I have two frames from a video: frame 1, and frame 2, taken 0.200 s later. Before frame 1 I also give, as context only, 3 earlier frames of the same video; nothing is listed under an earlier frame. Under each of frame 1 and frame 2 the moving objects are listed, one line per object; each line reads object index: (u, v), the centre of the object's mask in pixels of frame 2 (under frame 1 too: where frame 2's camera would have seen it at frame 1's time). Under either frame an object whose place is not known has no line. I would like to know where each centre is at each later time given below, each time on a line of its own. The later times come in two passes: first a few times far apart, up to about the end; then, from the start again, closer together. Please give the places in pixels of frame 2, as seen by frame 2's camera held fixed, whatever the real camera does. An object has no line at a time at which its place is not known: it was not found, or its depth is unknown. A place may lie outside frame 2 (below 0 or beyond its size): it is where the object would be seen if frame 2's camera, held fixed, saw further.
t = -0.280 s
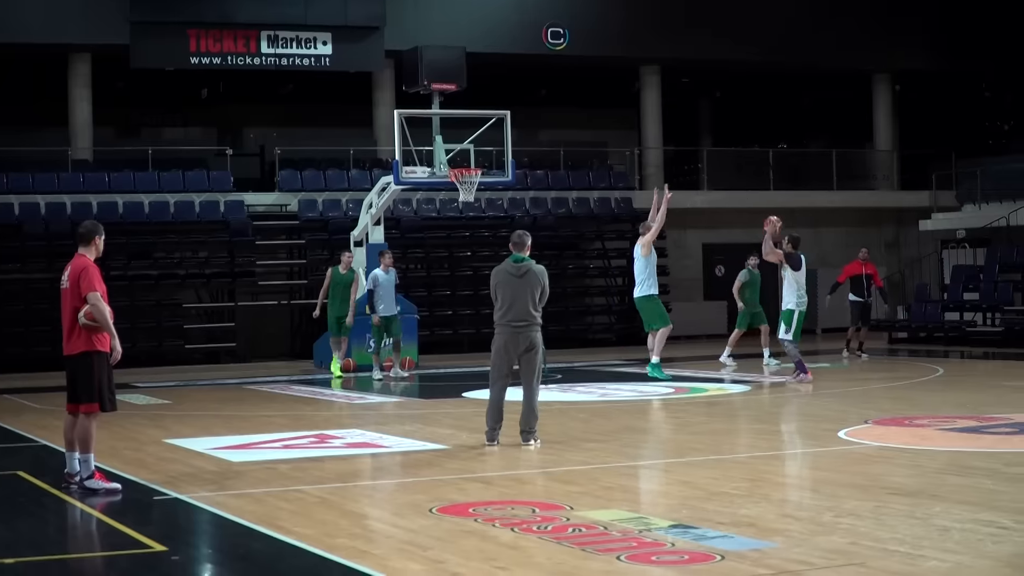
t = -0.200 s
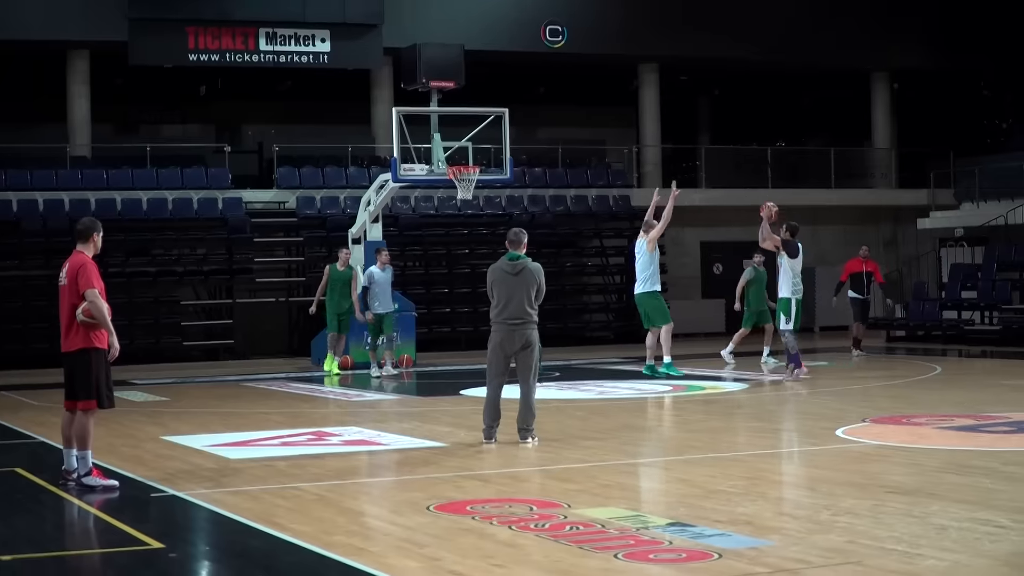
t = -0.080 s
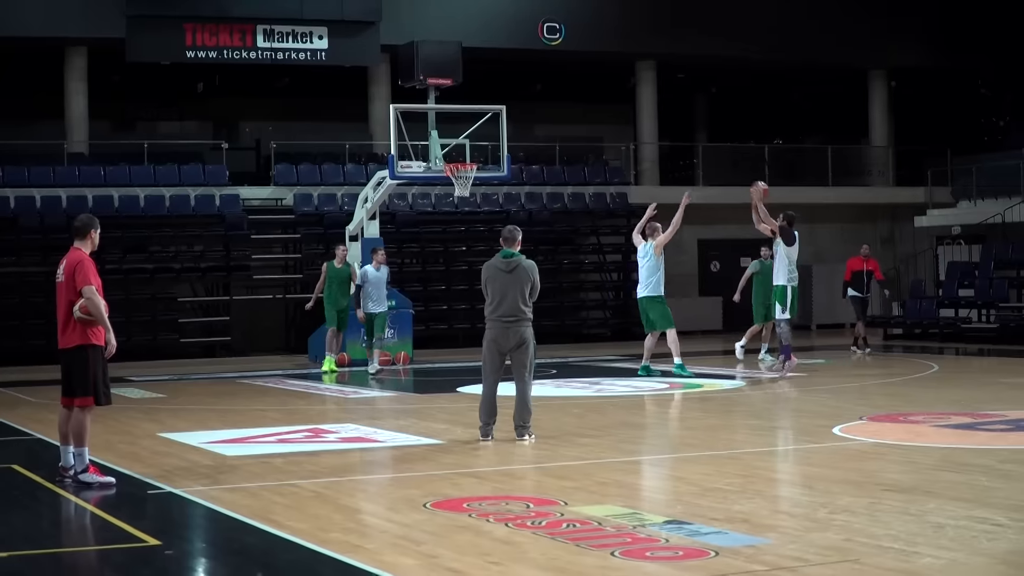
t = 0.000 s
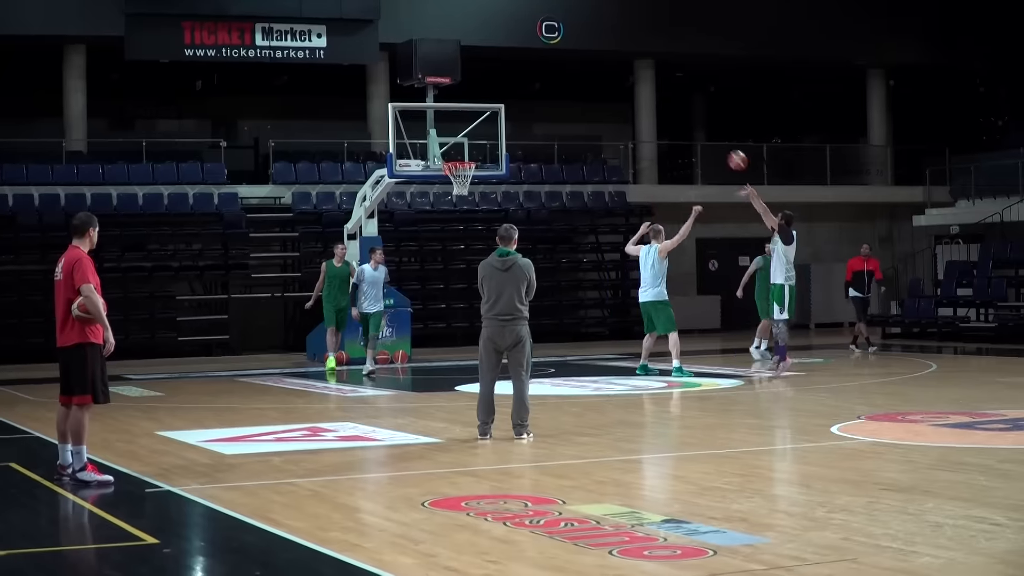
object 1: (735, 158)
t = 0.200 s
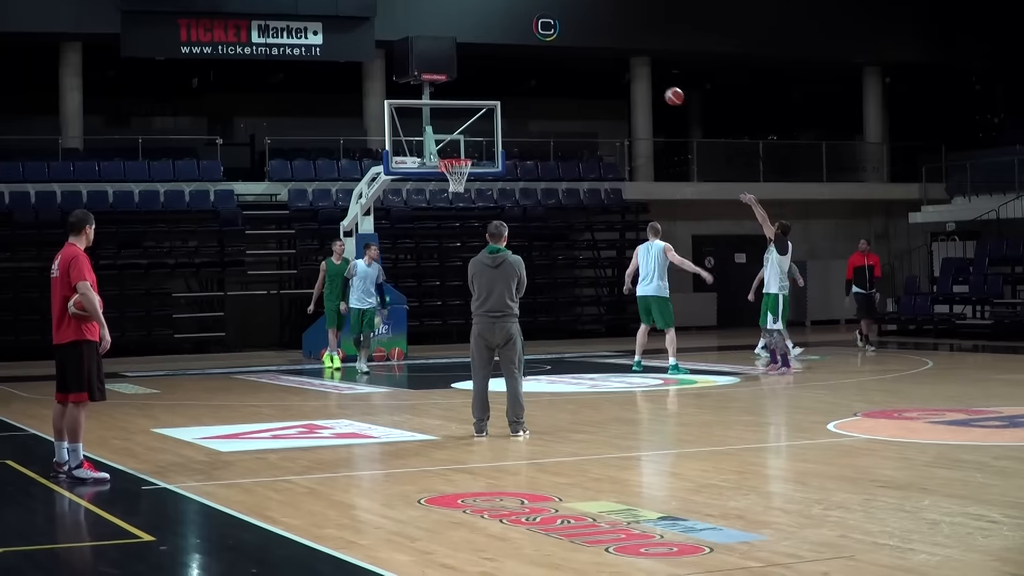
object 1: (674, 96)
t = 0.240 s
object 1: (662, 88)
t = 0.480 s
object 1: (596, 60)
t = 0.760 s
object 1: (525, 77)
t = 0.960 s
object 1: (480, 121)
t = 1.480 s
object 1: (458, 181)
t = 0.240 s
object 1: (662, 88)
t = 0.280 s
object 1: (652, 80)
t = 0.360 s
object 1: (628, 68)
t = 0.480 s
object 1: (596, 60)
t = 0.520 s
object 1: (585, 59)
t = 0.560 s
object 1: (575, 60)
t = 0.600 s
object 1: (565, 60)
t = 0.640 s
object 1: (554, 63)
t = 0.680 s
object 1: (544, 67)
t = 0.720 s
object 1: (535, 71)
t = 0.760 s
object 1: (525, 77)
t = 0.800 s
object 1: (516, 84)
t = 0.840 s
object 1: (507, 91)
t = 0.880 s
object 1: (498, 100)
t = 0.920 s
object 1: (488, 110)
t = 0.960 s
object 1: (480, 121)
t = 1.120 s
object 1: (455, 176)
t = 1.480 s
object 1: (458, 181)
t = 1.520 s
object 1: (459, 187)
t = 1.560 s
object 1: (459, 192)
